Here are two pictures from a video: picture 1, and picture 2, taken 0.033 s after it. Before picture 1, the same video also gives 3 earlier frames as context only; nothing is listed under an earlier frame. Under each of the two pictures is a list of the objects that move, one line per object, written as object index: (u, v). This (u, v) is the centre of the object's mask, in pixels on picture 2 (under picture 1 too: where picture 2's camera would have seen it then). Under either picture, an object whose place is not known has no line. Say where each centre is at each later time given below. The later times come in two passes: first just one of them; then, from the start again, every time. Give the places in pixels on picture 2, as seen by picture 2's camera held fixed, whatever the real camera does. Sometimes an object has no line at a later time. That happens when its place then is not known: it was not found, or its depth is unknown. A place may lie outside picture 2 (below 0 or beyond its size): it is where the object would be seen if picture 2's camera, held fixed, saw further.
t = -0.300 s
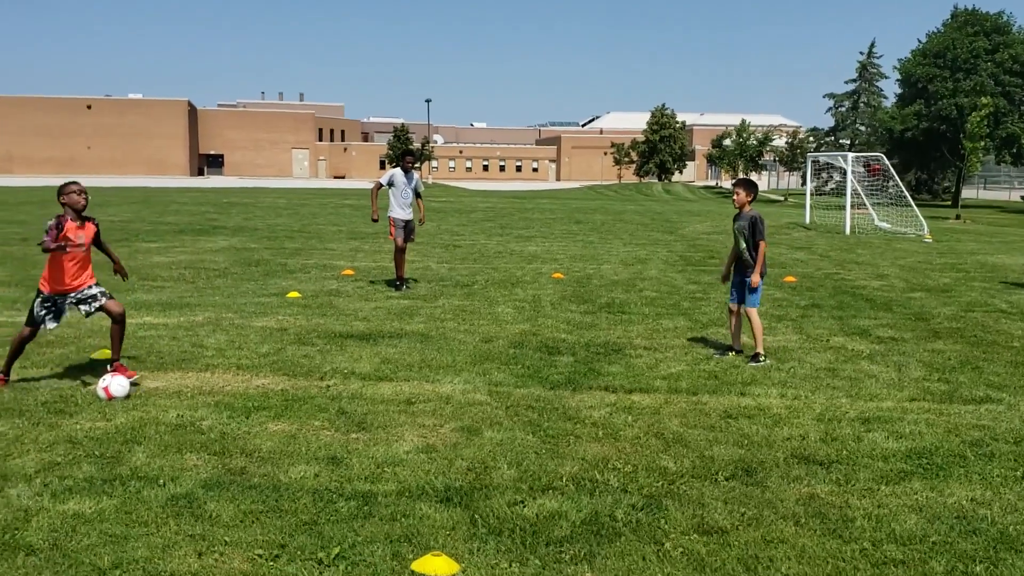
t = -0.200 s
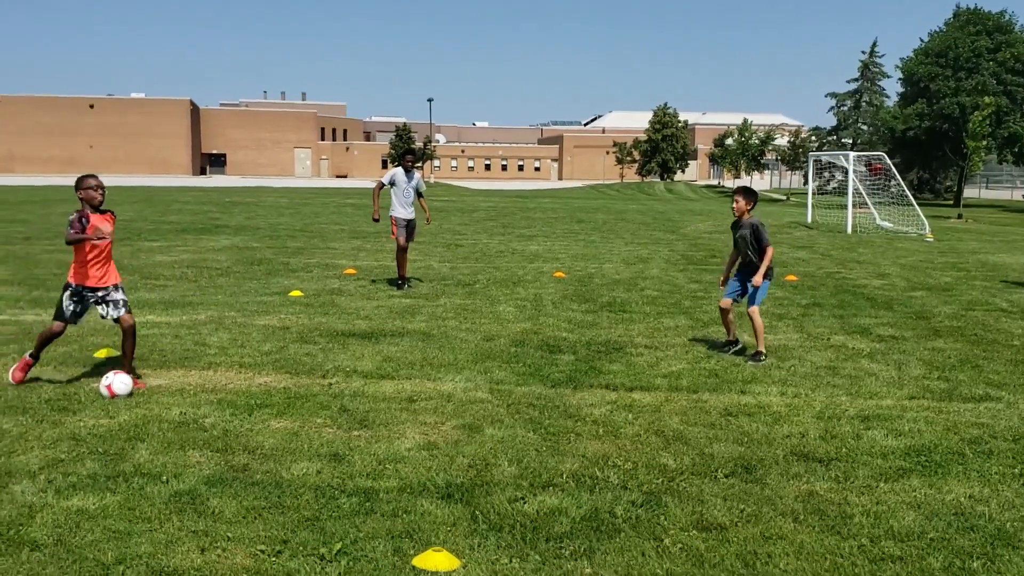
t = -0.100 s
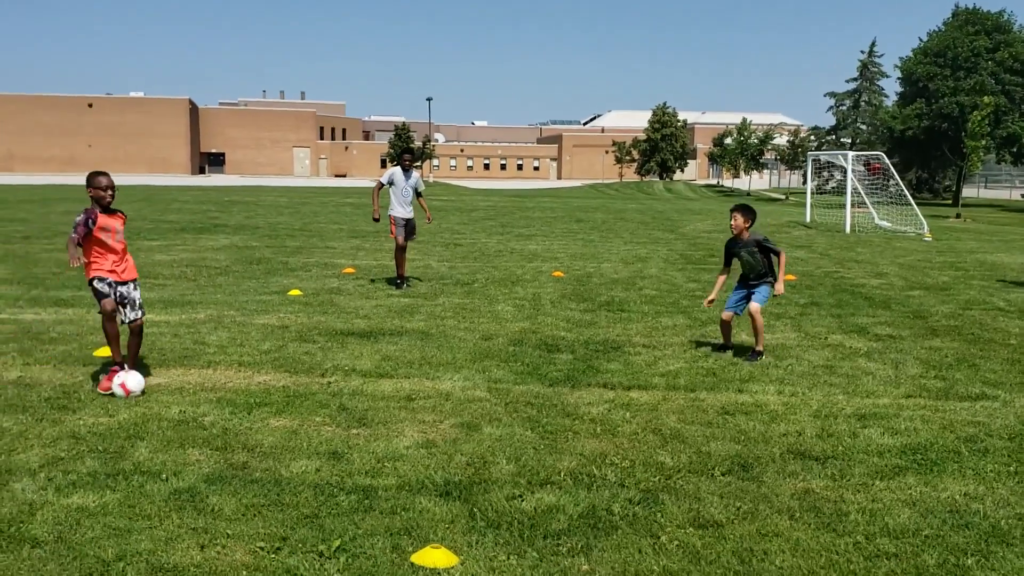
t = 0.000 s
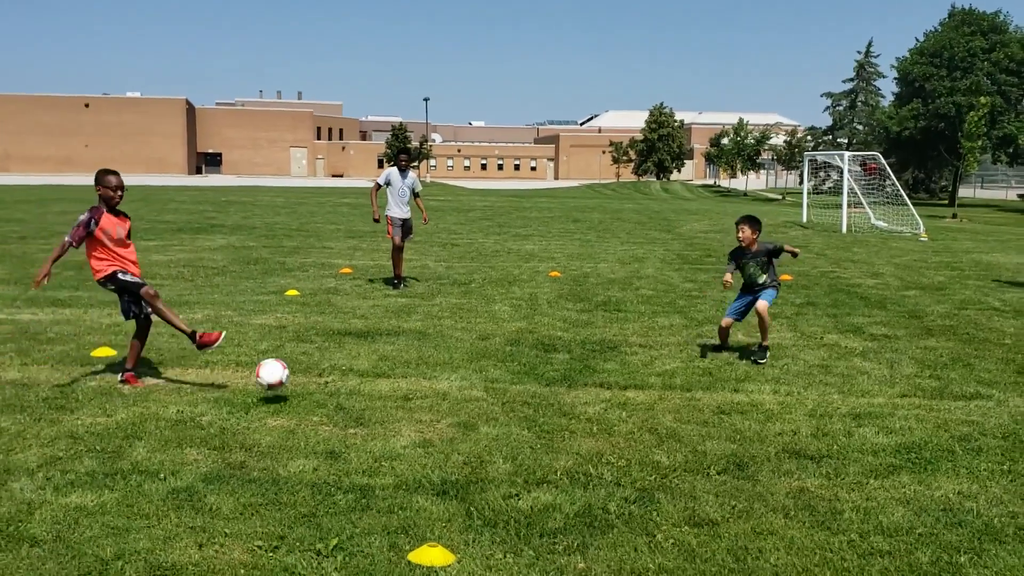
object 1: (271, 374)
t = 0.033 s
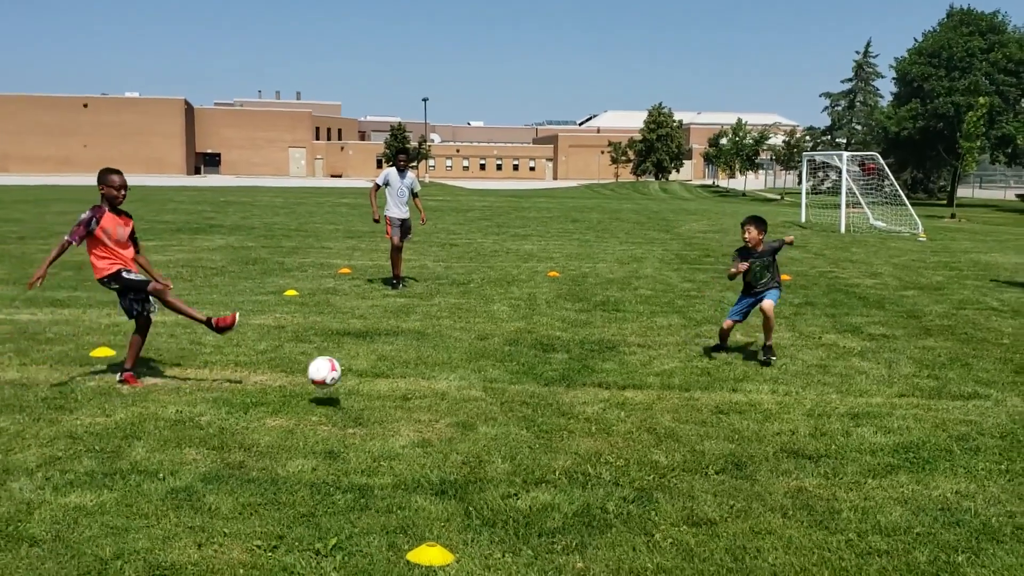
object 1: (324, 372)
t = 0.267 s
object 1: (710, 409)
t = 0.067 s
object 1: (377, 371)
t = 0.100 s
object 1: (431, 372)
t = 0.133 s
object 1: (485, 376)
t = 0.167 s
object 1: (540, 380)
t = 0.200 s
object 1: (596, 388)
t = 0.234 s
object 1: (652, 397)
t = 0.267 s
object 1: (710, 409)
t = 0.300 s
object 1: (770, 422)
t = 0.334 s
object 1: (828, 430)
